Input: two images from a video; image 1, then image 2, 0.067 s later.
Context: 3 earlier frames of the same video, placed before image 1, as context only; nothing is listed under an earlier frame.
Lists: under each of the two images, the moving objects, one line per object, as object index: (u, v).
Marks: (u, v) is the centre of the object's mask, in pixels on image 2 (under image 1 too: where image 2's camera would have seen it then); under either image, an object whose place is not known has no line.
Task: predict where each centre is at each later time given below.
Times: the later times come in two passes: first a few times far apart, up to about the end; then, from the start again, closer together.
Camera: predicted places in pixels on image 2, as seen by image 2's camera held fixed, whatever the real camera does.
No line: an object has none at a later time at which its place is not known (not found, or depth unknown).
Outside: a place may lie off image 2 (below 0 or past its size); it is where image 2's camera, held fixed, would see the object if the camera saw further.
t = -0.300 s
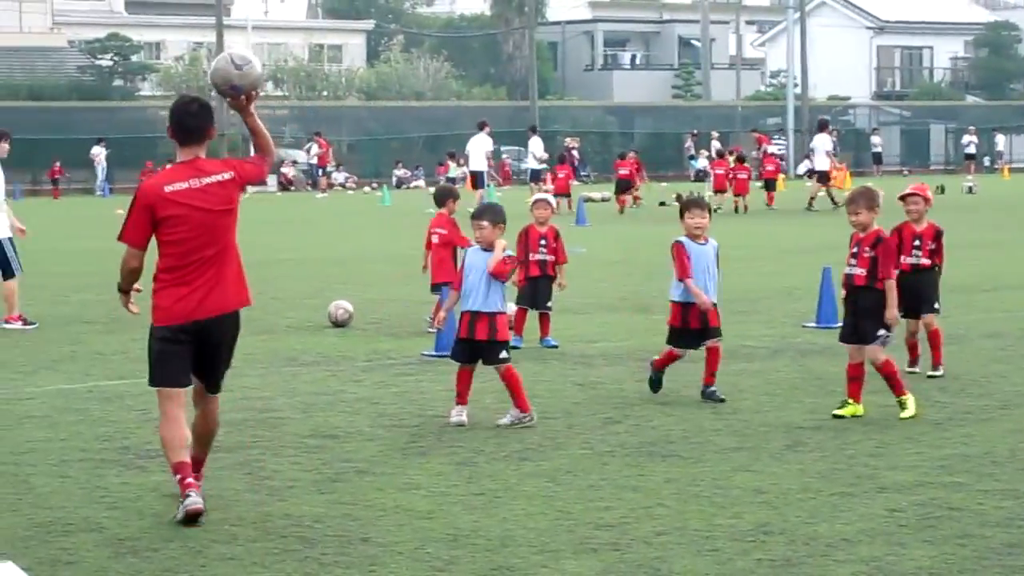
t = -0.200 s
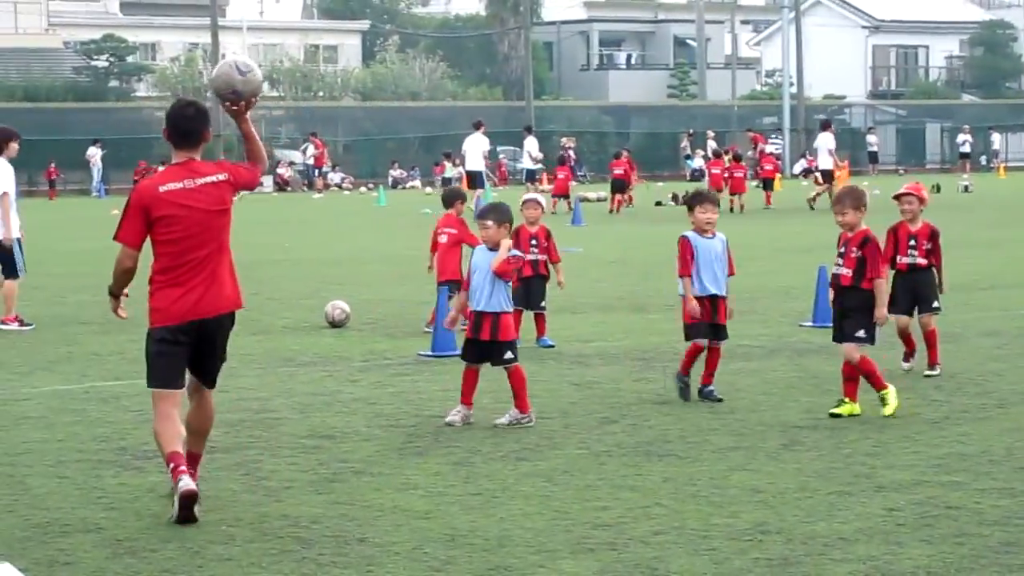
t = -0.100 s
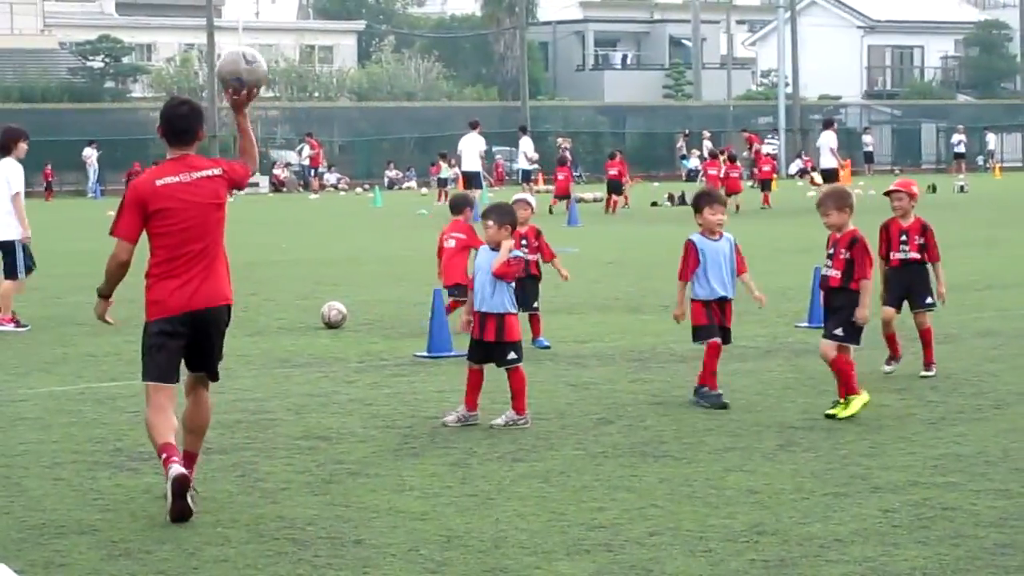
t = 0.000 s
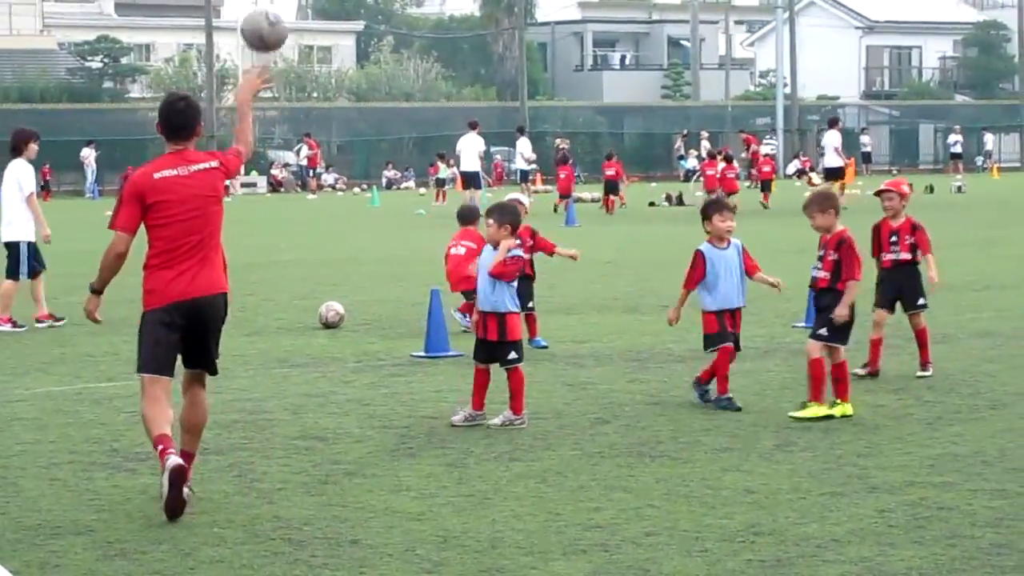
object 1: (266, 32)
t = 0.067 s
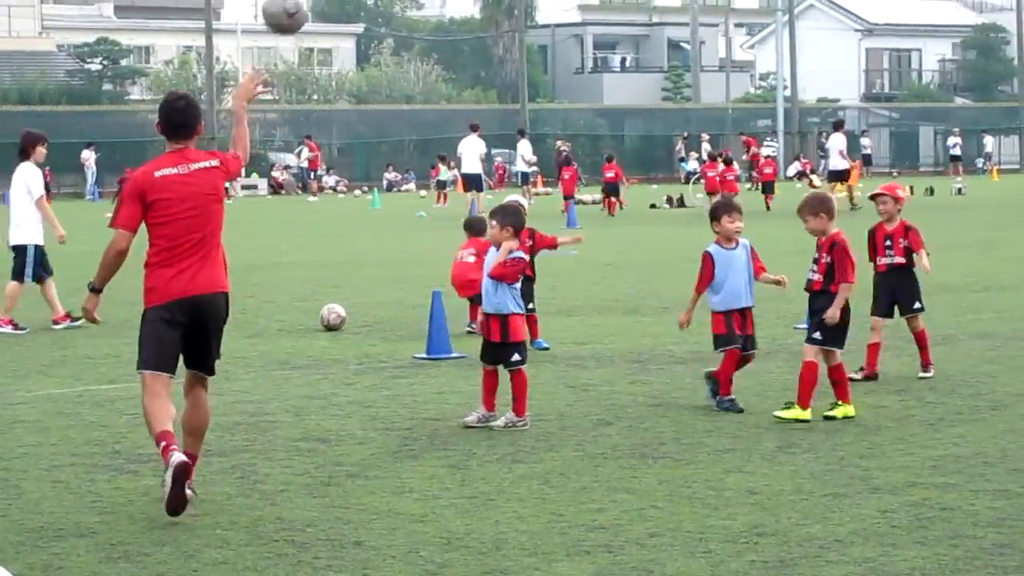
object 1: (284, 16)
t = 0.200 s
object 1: (321, 7)
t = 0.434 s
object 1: (376, 75)
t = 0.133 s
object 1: (303, 7)
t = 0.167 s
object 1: (313, 7)
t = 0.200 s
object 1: (321, 7)
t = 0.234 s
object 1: (330, 9)
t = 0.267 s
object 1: (337, 13)
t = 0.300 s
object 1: (345, 21)
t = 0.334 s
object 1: (354, 32)
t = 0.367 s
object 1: (362, 45)
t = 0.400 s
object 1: (369, 59)
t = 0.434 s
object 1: (376, 75)
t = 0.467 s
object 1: (382, 93)
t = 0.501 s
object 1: (391, 112)
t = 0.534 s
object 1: (398, 134)
